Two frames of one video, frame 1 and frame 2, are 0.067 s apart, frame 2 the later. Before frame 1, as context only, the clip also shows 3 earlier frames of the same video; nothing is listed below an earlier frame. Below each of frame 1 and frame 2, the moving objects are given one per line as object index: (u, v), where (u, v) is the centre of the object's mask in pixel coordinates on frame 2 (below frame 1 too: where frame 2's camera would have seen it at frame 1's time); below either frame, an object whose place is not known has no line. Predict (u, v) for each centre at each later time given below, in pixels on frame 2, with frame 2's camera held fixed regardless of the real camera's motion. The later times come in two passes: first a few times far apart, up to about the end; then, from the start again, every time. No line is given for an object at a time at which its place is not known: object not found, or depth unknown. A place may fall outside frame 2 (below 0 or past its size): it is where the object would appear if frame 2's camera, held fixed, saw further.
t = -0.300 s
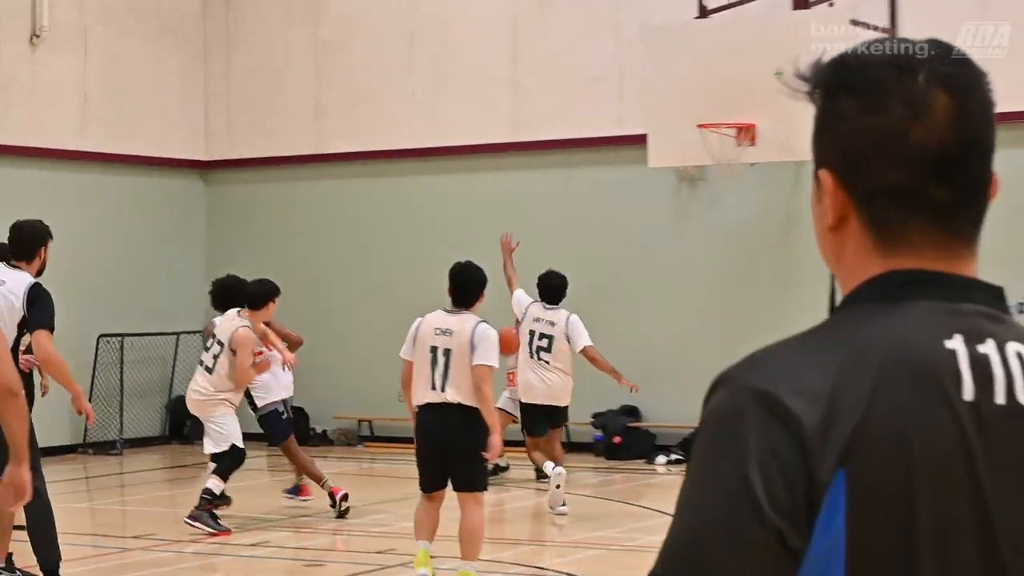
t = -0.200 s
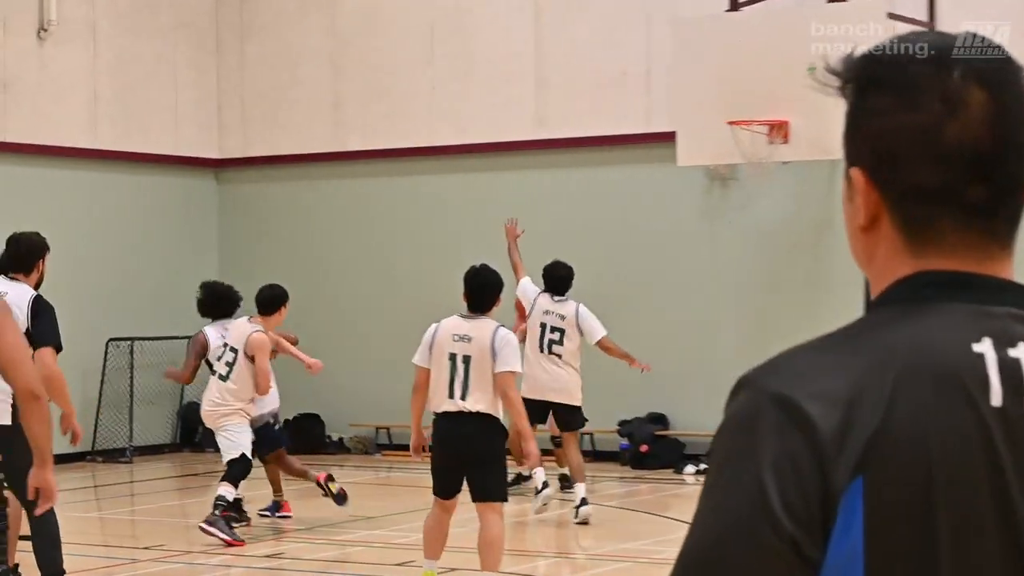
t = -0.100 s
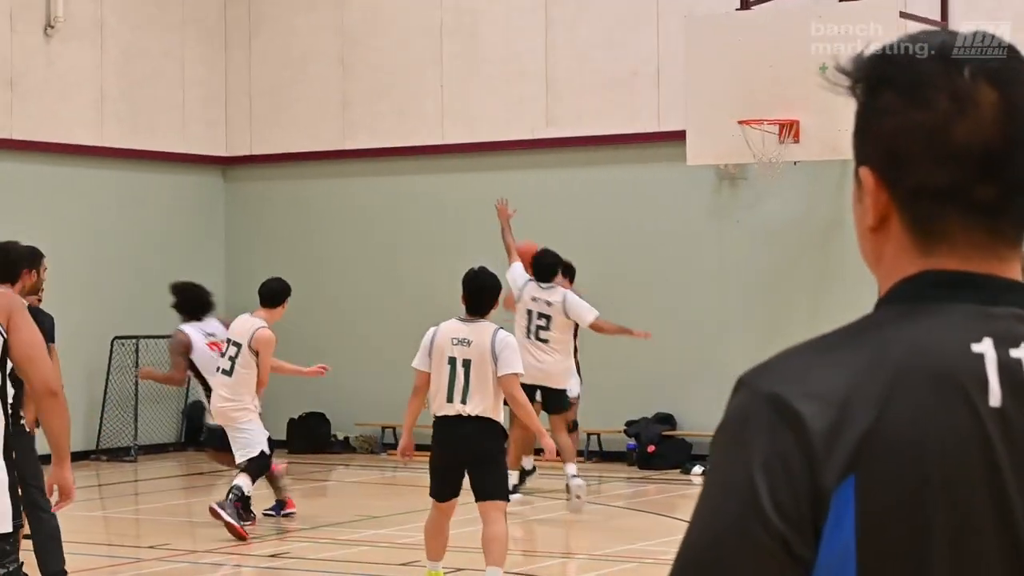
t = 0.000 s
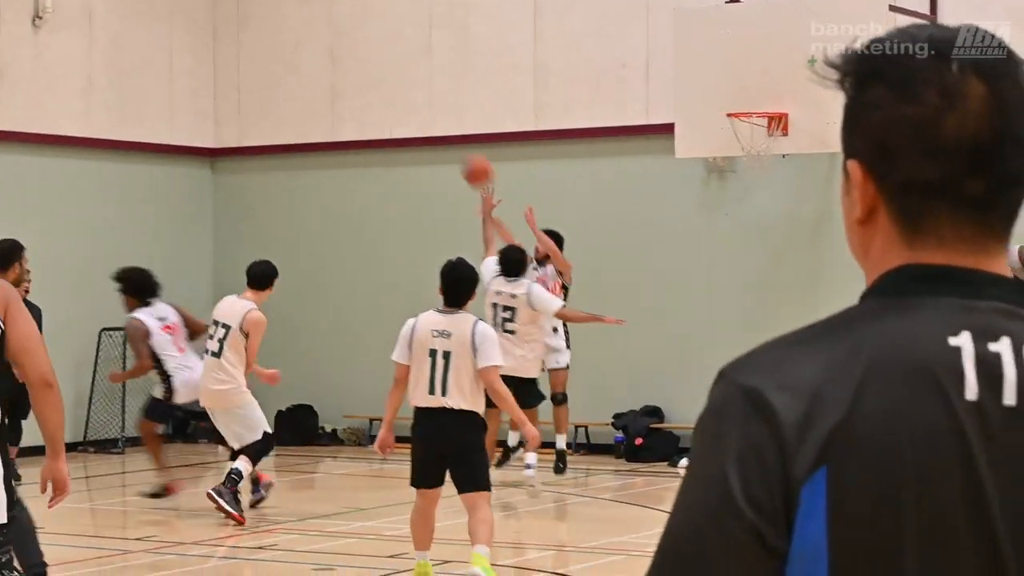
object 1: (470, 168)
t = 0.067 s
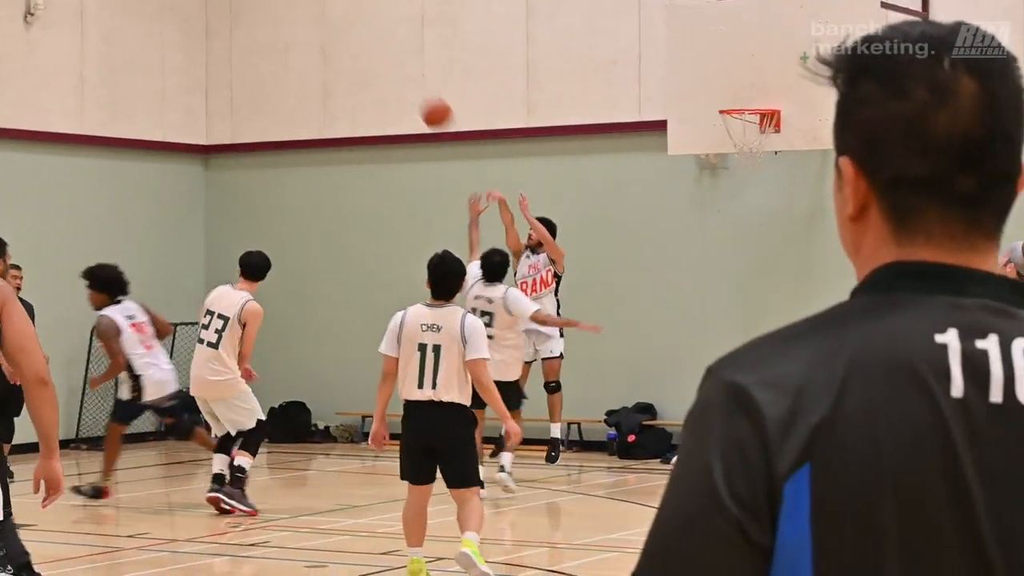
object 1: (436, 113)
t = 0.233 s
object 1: (347, -10)
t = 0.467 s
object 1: (220, -114)
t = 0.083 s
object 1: (428, 101)
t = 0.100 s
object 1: (420, 89)
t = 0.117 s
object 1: (411, 76)
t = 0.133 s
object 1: (402, 64)
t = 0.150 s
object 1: (394, 51)
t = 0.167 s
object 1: (386, 39)
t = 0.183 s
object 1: (376, 25)
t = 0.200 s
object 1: (366, 14)
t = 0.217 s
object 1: (357, 3)
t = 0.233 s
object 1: (347, -10)
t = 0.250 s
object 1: (336, -23)
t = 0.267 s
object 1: (327, -32)
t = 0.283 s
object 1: (318, -41)
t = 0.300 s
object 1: (309, -49)
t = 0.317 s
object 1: (301, -56)
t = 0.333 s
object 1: (293, -59)
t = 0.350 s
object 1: (284, -67)
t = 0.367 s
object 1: (275, -75)
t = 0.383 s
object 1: (266, -83)
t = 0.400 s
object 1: (257, -90)
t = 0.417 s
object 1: (248, -95)
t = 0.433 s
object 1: (239, -102)
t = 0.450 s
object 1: (231, -107)
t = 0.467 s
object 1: (220, -114)
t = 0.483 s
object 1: (211, -119)
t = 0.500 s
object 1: (201, -124)
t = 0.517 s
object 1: (191, -129)
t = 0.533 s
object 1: (180, -133)
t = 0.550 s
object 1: (169, -137)
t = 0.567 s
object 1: (159, -141)
